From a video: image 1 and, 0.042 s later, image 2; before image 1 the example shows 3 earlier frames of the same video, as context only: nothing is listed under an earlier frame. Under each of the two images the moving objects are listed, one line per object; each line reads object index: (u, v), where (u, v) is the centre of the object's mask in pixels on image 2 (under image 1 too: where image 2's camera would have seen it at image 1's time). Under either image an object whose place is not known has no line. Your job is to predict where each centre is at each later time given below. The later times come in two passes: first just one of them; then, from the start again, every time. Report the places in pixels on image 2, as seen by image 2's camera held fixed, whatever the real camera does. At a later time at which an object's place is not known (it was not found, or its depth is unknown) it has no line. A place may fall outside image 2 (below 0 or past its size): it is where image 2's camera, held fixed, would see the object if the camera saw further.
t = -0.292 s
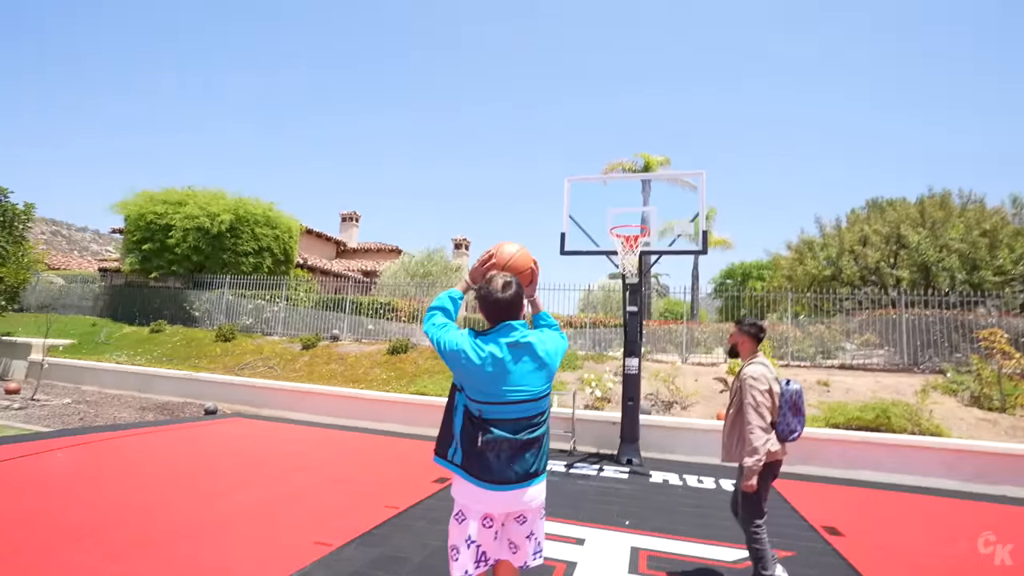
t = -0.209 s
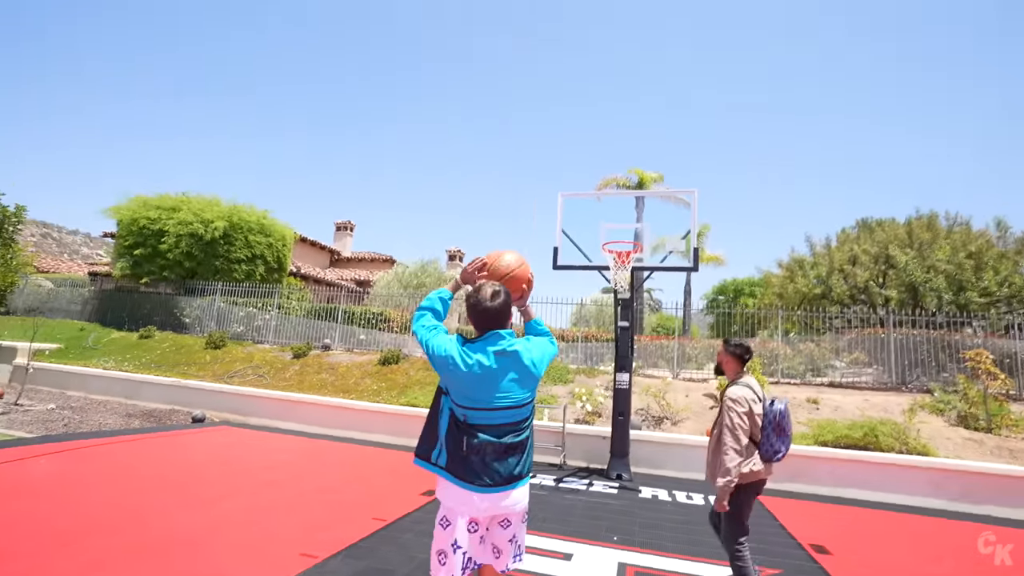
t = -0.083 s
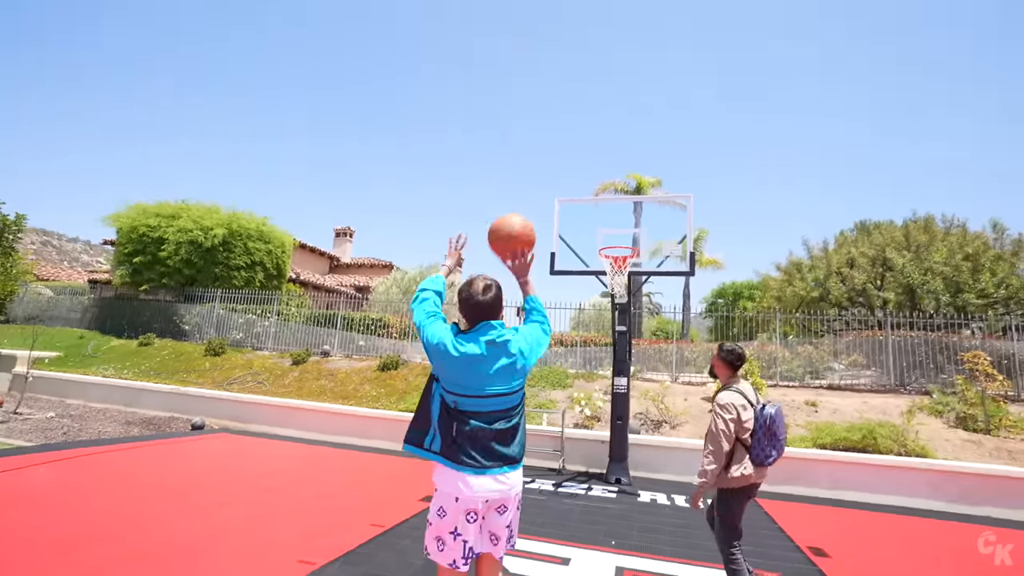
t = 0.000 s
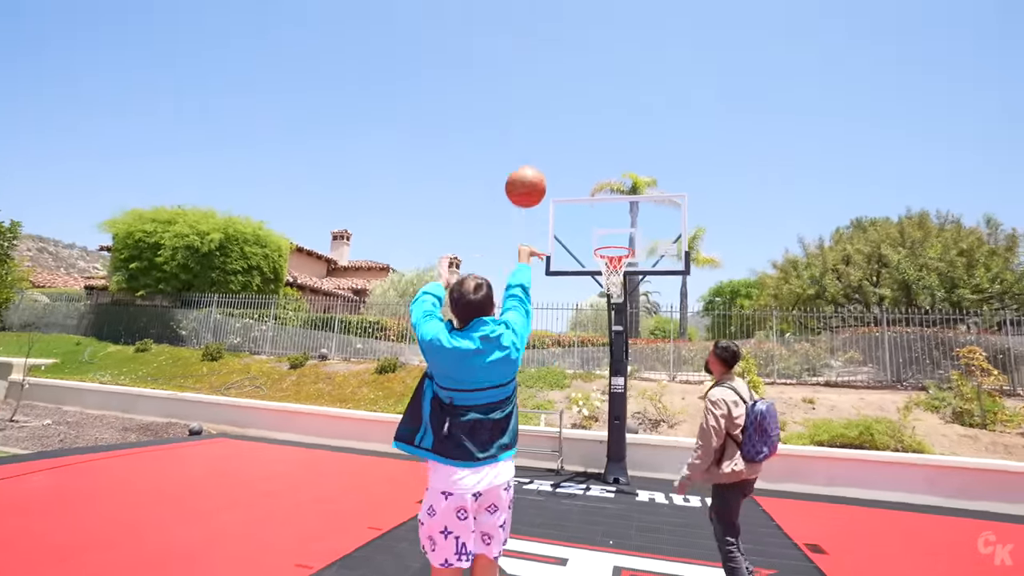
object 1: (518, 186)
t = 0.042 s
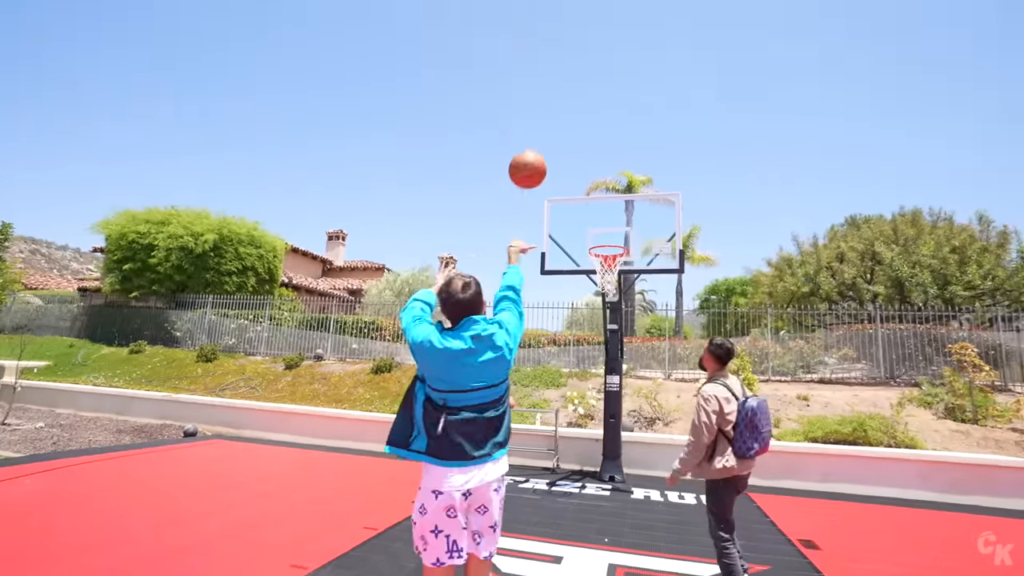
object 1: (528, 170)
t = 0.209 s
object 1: (549, 138)
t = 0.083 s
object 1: (534, 156)
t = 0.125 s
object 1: (539, 148)
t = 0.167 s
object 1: (544, 142)
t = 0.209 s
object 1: (549, 138)
